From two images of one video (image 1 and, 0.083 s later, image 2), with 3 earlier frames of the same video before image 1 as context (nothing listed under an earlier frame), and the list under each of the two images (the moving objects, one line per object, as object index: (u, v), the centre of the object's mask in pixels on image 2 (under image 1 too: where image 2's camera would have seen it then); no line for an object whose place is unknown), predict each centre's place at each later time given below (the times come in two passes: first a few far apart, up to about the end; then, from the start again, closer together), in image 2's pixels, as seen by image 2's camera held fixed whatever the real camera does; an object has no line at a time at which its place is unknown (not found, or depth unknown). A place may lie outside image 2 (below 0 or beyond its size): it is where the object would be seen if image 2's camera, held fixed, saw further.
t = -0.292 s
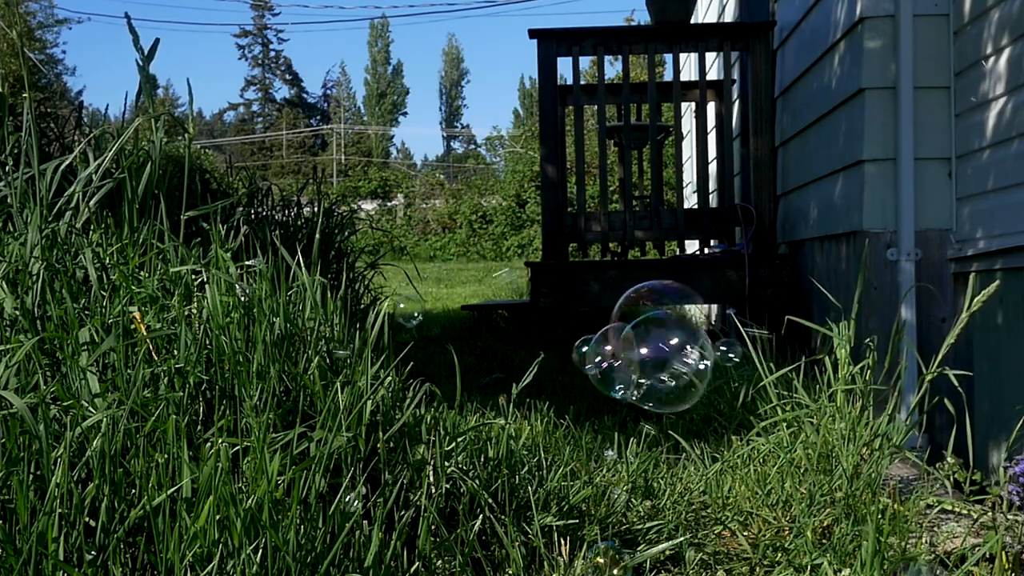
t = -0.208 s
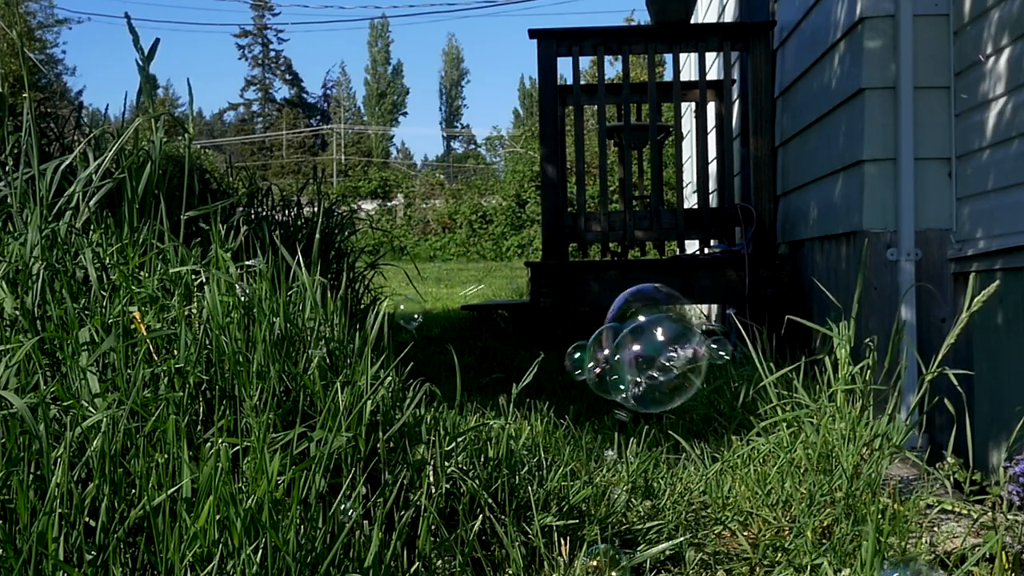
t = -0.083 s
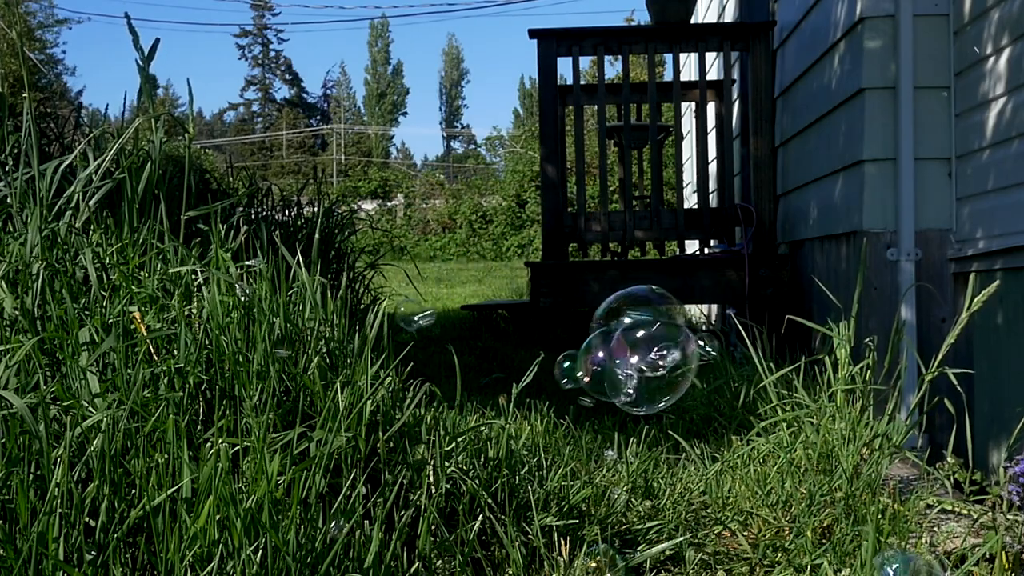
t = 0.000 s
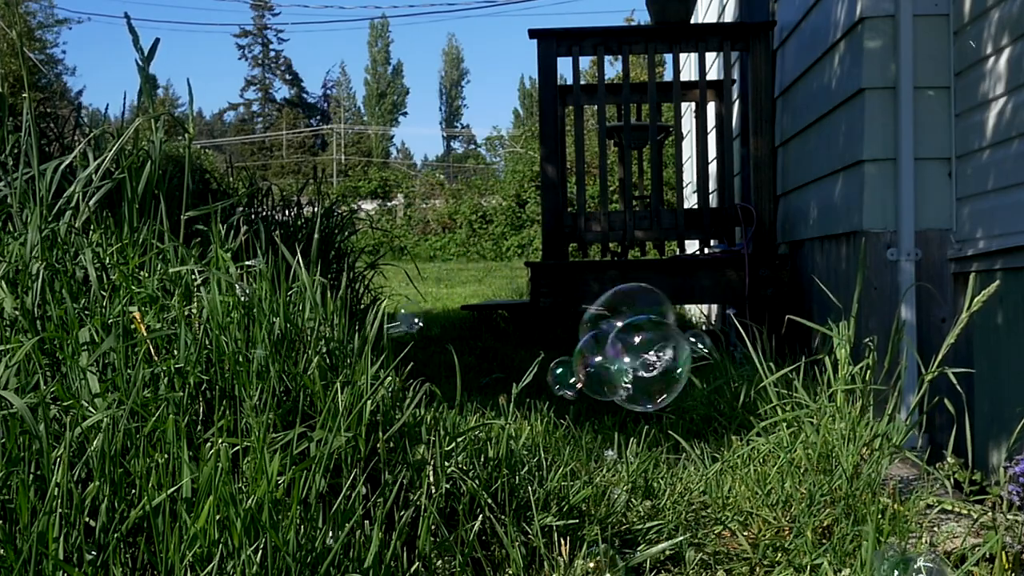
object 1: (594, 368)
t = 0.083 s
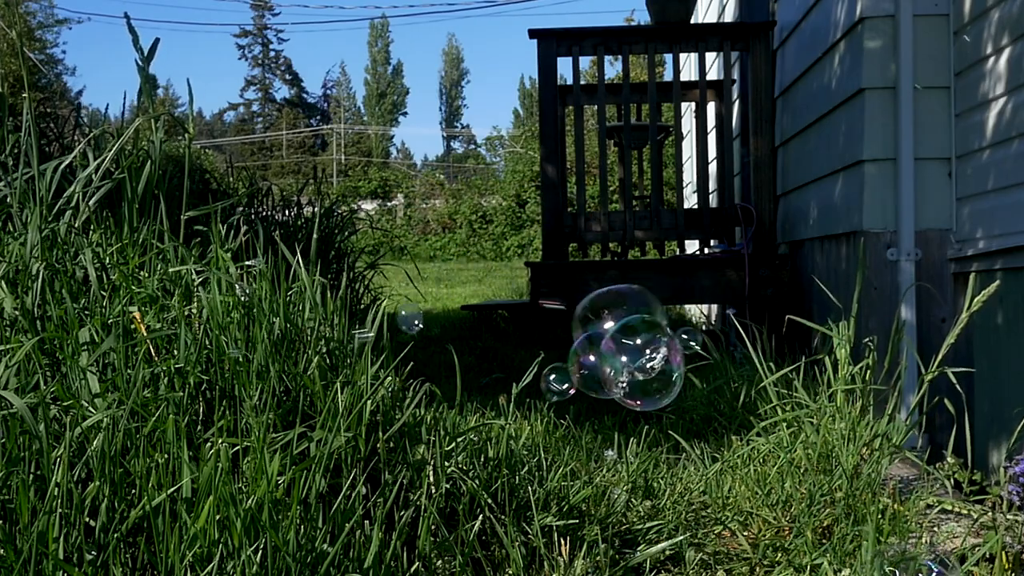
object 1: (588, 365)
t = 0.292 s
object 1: (575, 366)
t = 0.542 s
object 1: (562, 373)
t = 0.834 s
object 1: (550, 377)
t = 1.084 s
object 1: (544, 381)
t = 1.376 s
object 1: (521, 366)
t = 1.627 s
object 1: (511, 371)
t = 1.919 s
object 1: (500, 373)
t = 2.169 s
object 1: (492, 371)
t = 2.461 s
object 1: (492, 362)
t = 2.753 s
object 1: (474, 360)
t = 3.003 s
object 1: (458, 365)
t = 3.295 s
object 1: (443, 371)
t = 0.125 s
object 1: (585, 366)
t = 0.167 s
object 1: (583, 367)
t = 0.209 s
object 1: (580, 367)
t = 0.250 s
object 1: (578, 367)
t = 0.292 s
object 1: (575, 366)
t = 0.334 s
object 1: (573, 368)
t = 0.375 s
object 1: (571, 369)
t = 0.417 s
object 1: (568, 370)
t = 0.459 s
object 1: (566, 371)
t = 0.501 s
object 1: (563, 372)
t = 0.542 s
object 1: (562, 373)
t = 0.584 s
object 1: (559, 373)
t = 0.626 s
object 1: (558, 374)
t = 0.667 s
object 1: (557, 375)
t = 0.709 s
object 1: (555, 376)
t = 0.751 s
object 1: (552, 377)
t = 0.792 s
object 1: (552, 377)
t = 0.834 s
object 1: (550, 377)
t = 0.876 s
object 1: (549, 378)
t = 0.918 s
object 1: (547, 380)
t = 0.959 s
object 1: (546, 380)
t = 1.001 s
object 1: (545, 380)
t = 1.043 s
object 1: (545, 380)
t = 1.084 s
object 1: (544, 381)
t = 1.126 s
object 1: (542, 380)
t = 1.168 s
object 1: (541, 379)
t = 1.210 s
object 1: (539, 379)
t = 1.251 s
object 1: (528, 366)
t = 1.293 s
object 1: (526, 366)
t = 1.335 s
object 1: (523, 366)
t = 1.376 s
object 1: (521, 366)
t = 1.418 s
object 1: (522, 367)
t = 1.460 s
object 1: (518, 369)
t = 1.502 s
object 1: (515, 367)
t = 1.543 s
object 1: (516, 368)
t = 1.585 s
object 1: (513, 369)
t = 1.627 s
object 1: (511, 371)
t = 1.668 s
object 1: (509, 372)
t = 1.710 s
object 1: (507, 372)
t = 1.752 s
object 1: (508, 370)
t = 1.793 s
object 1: (507, 370)
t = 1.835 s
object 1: (502, 372)
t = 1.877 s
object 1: (501, 373)
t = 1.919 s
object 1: (500, 373)
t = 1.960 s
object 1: (498, 373)
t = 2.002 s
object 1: (494, 375)
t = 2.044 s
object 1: (493, 372)
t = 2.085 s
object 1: (492, 370)
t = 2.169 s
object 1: (492, 371)
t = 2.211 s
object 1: (493, 368)
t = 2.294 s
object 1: (492, 367)
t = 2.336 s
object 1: (501, 354)
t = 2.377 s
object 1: (498, 355)
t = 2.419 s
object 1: (495, 354)
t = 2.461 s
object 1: (492, 362)
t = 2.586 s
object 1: (491, 354)
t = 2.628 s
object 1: (483, 357)
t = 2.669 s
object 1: (480, 358)
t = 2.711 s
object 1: (477, 359)
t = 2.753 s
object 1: (474, 360)
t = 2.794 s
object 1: (471, 362)
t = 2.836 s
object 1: (468, 363)
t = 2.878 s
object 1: (466, 364)
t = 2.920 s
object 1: (463, 365)
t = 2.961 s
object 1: (460, 365)
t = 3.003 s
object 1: (458, 365)
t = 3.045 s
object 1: (457, 365)
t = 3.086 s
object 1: (454, 365)
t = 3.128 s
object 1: (452, 366)
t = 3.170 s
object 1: (450, 367)
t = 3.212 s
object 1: (448, 368)
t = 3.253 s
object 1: (446, 369)
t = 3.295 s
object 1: (443, 371)
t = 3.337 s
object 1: (441, 372)
